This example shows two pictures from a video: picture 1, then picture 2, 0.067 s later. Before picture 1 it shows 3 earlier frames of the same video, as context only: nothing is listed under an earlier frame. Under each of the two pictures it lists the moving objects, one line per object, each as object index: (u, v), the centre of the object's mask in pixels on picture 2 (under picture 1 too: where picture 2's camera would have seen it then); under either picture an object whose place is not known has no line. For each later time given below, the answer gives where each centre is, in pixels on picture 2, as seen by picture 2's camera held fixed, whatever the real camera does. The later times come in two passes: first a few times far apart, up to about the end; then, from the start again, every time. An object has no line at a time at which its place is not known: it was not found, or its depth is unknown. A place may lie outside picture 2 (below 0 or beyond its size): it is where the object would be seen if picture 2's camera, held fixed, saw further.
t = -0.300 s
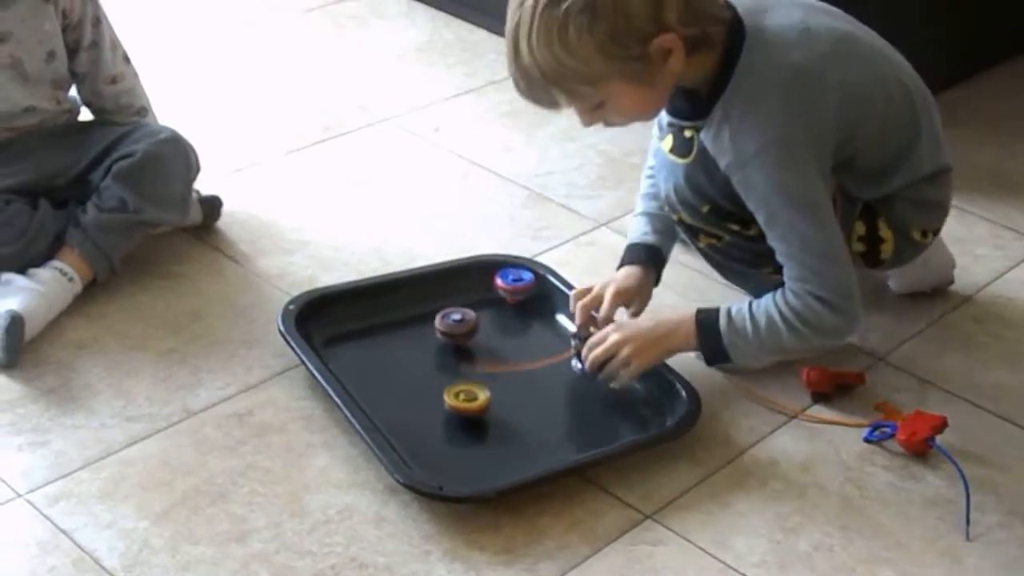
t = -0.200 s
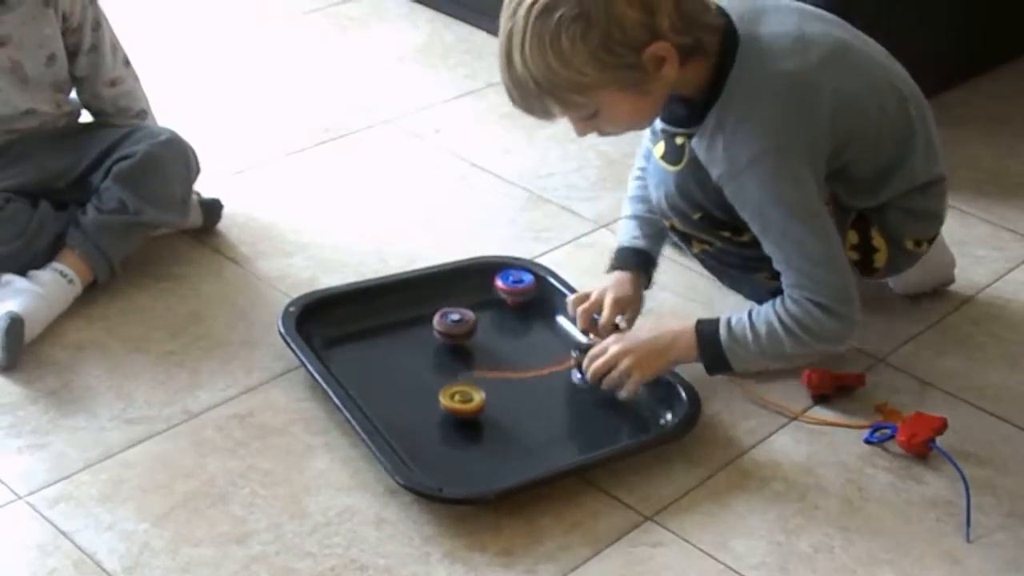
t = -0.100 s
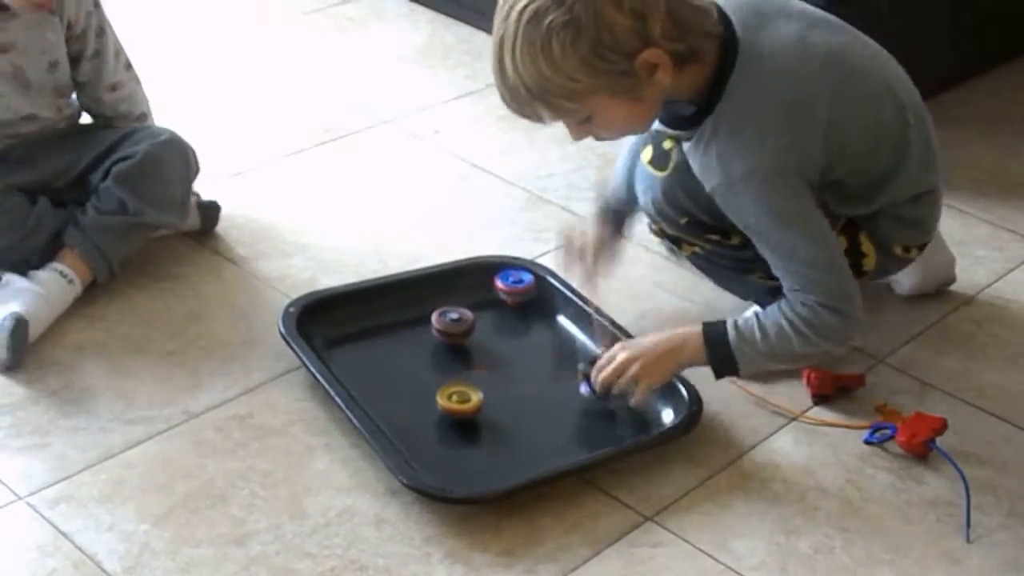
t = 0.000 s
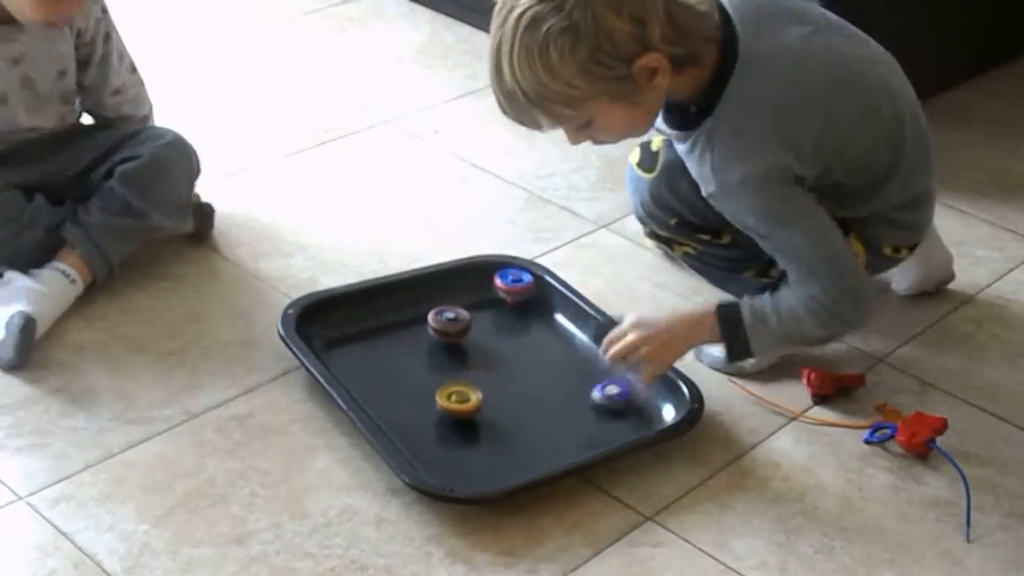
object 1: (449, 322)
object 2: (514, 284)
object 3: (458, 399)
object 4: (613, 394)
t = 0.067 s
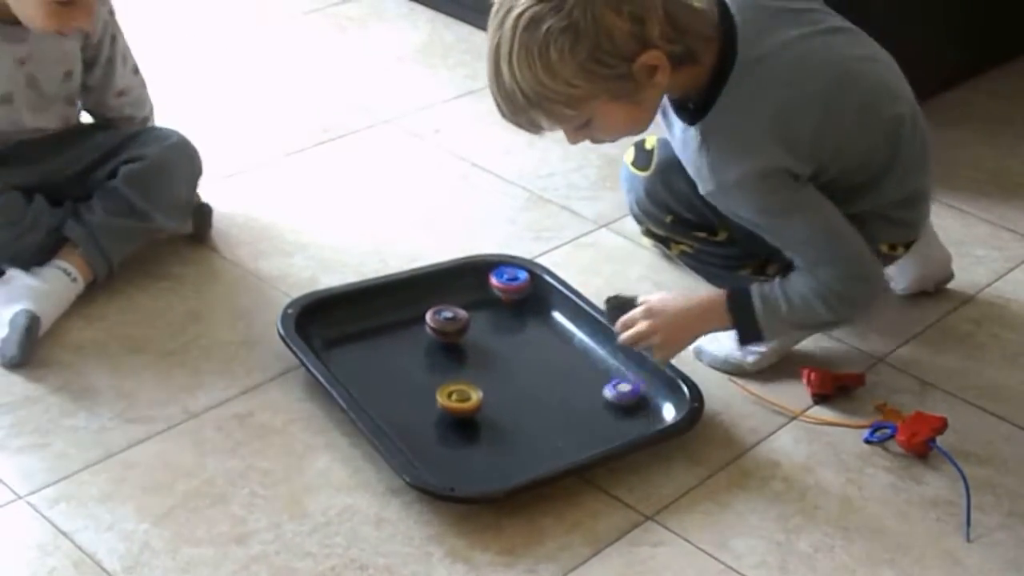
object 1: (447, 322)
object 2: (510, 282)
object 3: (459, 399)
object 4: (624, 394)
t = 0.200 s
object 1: (445, 323)
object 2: (504, 281)
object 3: (460, 397)
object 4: (618, 393)
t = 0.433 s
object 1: (446, 326)
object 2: (502, 281)
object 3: (463, 393)
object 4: (604, 419)
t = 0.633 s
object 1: (453, 328)
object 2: (500, 281)
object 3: (460, 388)
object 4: (596, 426)
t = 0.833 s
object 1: (460, 327)
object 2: (501, 281)
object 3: (455, 384)
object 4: (590, 435)
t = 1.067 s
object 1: (466, 324)
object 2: (504, 281)
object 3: (449, 381)
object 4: (589, 435)
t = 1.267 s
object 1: (467, 321)
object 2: (506, 281)
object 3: (448, 379)
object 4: (582, 433)
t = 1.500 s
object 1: (466, 319)
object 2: (511, 283)
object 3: (450, 376)
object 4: (568, 429)
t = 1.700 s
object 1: (463, 318)
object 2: (512, 284)
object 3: (448, 371)
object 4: (558, 427)
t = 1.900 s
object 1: (462, 318)
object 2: (515, 284)
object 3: (446, 369)
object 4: (545, 426)
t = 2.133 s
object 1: (467, 321)
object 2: (515, 284)
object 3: (447, 365)
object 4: (536, 428)
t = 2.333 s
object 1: (473, 323)
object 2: (515, 284)
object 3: (448, 363)
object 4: (536, 428)
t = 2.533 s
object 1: (478, 322)
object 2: (513, 284)
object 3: (450, 361)
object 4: (532, 424)
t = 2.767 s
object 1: (482, 321)
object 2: (512, 283)
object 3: (453, 359)
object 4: (526, 423)
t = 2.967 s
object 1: (482, 318)
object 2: (510, 282)
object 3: (457, 358)
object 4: (529, 421)
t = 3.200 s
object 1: (479, 316)
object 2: (509, 282)
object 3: (460, 358)
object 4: (527, 416)
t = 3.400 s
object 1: (478, 316)
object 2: (509, 282)
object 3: (460, 357)
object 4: (522, 415)
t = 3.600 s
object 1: (478, 317)
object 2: (510, 282)
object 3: (462, 357)
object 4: (526, 412)
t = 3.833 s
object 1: (481, 319)
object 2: (510, 283)
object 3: (463, 357)
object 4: (521, 409)
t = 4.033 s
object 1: (484, 321)
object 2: (510, 286)
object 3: (465, 359)
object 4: (528, 410)
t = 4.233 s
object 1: (493, 329)
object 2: (513, 303)
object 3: (470, 364)
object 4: (529, 412)
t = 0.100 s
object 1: (446, 323)
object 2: (508, 282)
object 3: (459, 399)
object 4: (628, 391)
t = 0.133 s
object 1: (446, 323)
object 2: (507, 281)
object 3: (459, 398)
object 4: (625, 387)
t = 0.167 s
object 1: (445, 323)
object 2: (505, 281)
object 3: (459, 398)
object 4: (621, 391)
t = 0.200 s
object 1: (445, 323)
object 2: (504, 281)
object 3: (460, 397)
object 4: (618, 393)
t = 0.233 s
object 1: (445, 323)
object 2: (503, 281)
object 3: (460, 397)
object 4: (615, 395)
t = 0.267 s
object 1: (445, 324)
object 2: (503, 281)
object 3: (461, 397)
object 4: (613, 398)
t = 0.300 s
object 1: (445, 324)
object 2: (502, 281)
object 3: (461, 396)
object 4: (611, 402)
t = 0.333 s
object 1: (445, 325)
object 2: (502, 281)
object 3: (462, 396)
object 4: (611, 406)
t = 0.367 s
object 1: (445, 325)
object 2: (502, 281)
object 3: (462, 395)
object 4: (609, 411)
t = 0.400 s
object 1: (445, 325)
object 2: (502, 281)
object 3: (463, 394)
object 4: (608, 416)
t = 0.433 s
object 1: (446, 326)
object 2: (502, 281)
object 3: (463, 393)
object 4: (604, 419)
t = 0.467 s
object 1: (447, 326)
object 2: (502, 281)
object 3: (463, 393)
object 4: (600, 423)
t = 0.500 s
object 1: (448, 327)
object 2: (502, 281)
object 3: (463, 392)
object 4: (597, 424)
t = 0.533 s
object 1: (449, 327)
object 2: (501, 281)
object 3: (462, 391)
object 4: (594, 425)
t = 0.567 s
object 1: (450, 327)
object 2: (500, 281)
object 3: (461, 389)
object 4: (594, 426)
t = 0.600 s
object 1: (451, 327)
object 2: (500, 281)
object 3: (461, 389)
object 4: (595, 426)
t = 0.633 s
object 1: (453, 328)
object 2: (500, 281)
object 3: (460, 388)
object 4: (596, 426)
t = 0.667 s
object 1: (454, 328)
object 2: (500, 281)
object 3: (460, 388)
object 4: (598, 428)
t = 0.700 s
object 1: (456, 328)
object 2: (501, 281)
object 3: (459, 387)
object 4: (597, 430)
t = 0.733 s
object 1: (457, 328)
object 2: (501, 281)
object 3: (458, 386)
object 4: (598, 432)
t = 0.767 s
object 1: (458, 328)
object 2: (501, 281)
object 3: (457, 385)
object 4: (596, 433)
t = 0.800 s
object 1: (459, 328)
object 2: (501, 281)
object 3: (456, 384)
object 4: (593, 435)
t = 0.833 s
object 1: (460, 327)
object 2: (501, 281)
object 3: (455, 384)
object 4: (590, 435)
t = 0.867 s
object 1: (461, 327)
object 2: (501, 281)
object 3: (454, 384)
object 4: (588, 435)
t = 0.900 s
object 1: (462, 327)
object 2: (501, 281)
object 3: (453, 382)
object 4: (587, 434)
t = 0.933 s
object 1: (463, 326)
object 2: (502, 281)
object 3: (452, 382)
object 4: (588, 434)
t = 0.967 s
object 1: (464, 326)
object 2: (502, 281)
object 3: (451, 382)
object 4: (589, 434)
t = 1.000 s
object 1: (465, 325)
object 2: (503, 281)
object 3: (450, 381)
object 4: (590, 434)
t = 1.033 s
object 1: (466, 325)
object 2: (504, 281)
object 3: (449, 381)
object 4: (590, 435)
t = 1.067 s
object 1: (466, 324)
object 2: (504, 281)
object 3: (449, 381)
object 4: (589, 435)
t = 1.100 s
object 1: (467, 323)
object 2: (505, 281)
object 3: (449, 380)
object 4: (587, 436)
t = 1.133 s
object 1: (467, 323)
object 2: (505, 281)
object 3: (448, 381)
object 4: (584, 436)
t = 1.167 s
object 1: (467, 323)
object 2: (505, 281)
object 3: (448, 380)
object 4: (582, 435)
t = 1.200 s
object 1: (467, 322)
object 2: (505, 281)
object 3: (448, 380)
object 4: (581, 434)
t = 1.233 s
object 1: (467, 322)
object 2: (506, 281)
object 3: (448, 380)
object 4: (582, 433)
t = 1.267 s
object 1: (467, 321)
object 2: (506, 281)
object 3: (448, 379)
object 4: (582, 433)
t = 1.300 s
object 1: (467, 321)
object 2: (507, 282)
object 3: (448, 379)
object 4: (583, 433)
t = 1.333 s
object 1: (467, 320)
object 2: (508, 282)
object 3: (449, 379)
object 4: (583, 432)
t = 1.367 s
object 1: (467, 320)
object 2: (508, 282)
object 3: (449, 378)
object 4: (581, 432)
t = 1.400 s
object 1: (467, 319)
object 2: (509, 283)
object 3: (449, 378)
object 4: (579, 432)
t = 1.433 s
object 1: (467, 319)
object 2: (510, 283)
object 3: (449, 377)
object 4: (575, 432)
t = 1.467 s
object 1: (467, 319)
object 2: (511, 283)
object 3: (450, 377)
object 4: (571, 430)
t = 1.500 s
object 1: (466, 319)
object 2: (511, 283)
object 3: (450, 376)
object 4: (568, 429)
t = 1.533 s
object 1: (465, 318)
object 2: (512, 283)
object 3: (451, 375)
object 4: (565, 427)
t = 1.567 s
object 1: (464, 317)
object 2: (512, 283)
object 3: (450, 374)
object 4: (564, 426)
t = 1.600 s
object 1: (464, 318)
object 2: (512, 283)
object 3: (450, 372)
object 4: (563, 426)
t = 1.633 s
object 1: (464, 318)
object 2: (512, 283)
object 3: (449, 372)
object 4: (563, 426)
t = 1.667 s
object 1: (463, 318)
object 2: (512, 283)
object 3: (449, 371)
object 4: (561, 427)
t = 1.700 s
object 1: (463, 318)
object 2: (512, 284)
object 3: (448, 371)
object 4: (558, 427)
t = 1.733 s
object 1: (463, 318)
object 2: (513, 284)
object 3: (448, 370)
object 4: (554, 427)
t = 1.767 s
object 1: (462, 318)
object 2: (514, 284)
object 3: (447, 370)
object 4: (550, 427)
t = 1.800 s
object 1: (462, 319)
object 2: (514, 284)
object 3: (446, 370)
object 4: (547, 426)
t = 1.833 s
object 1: (462, 319)
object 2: (515, 284)
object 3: (446, 369)
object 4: (546, 425)
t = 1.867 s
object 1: (462, 318)
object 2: (515, 284)
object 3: (446, 369)
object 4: (545, 426)
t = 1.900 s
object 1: (462, 318)
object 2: (515, 284)
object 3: (446, 369)
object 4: (545, 426)
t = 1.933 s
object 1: (462, 319)
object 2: (516, 284)
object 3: (446, 368)
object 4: (544, 426)
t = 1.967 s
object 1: (463, 319)
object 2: (515, 285)
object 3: (446, 368)
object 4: (544, 427)
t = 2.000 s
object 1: (463, 320)
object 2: (515, 285)
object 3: (446, 368)
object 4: (542, 428)
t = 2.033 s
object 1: (464, 320)
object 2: (515, 285)
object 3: (446, 367)
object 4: (540, 428)
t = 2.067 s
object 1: (465, 320)
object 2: (515, 285)
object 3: (447, 367)
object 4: (538, 429)
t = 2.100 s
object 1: (465, 321)
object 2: (515, 284)
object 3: (447, 366)
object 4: (537, 429)
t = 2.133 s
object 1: (467, 321)
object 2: (515, 284)
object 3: (447, 365)
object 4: (536, 428)
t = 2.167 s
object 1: (468, 322)
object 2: (515, 284)
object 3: (447, 365)
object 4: (537, 428)
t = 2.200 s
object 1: (469, 322)
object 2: (515, 284)
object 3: (447, 365)
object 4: (537, 427)
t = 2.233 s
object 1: (469, 322)
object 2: (515, 285)
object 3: (448, 364)
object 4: (538, 427)
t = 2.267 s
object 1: (470, 323)
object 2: (515, 284)
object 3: (448, 364)
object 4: (537, 427)
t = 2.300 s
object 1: (472, 323)
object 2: (515, 284)
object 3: (448, 364)
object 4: (537, 427)
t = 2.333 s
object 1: (473, 323)
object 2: (515, 284)
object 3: (448, 363)
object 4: (536, 428)
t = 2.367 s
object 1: (473, 323)
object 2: (515, 284)
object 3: (448, 363)
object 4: (534, 428)
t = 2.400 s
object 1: (475, 323)
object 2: (514, 284)
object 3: (449, 362)
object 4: (532, 427)
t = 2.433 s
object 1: (475, 323)
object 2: (515, 284)
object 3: (449, 362)
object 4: (531, 426)
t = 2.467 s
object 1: (476, 323)
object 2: (514, 284)
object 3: (449, 362)
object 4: (531, 426)
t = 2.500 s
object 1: (478, 323)
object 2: (513, 284)
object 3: (449, 361)
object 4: (531, 425)
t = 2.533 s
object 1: (478, 322)
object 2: (513, 284)
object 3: (450, 361)
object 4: (532, 424)
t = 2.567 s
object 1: (479, 322)
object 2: (513, 284)
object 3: (450, 361)
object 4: (533, 425)
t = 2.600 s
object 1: (479, 322)
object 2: (513, 283)
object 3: (451, 361)
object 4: (532, 425)
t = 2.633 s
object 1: (480, 322)
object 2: (512, 283)
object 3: (451, 360)
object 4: (532, 425)
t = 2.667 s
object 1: (480, 321)
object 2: (512, 283)
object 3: (452, 360)
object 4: (530, 425)
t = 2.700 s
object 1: (481, 321)
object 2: (512, 283)
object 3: (452, 360)
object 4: (529, 424)
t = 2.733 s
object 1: (481, 321)
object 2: (512, 283)
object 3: (453, 360)
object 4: (527, 424)
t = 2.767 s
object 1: (482, 321)
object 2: (512, 283)
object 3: (453, 359)
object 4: (526, 423)
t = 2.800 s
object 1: (482, 320)
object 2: (511, 283)
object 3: (454, 359)
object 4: (526, 421)
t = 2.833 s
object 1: (482, 320)
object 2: (511, 283)
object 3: (455, 359)
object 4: (527, 421)
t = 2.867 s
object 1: (482, 319)
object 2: (511, 282)
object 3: (455, 359)
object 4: (529, 420)
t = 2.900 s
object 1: (482, 319)
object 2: (510, 282)
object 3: (456, 358)
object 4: (529, 420)
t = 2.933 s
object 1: (482, 319)
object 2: (510, 282)
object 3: (456, 358)
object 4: (530, 421)
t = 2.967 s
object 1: (482, 318)
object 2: (510, 282)
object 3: (457, 358)
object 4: (529, 421)
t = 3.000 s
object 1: (481, 318)
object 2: (510, 282)
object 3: (458, 358)
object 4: (527, 421)
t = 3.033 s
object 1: (481, 317)
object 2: (510, 282)
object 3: (458, 358)
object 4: (525, 421)
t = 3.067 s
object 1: (480, 317)
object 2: (510, 282)
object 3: (459, 358)
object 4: (524, 420)
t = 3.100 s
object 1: (480, 317)
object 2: (510, 282)
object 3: (459, 358)
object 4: (523, 419)
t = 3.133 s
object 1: (480, 317)
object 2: (510, 282)
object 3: (459, 358)
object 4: (524, 417)
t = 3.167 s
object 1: (480, 317)
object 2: (509, 282)
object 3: (460, 359)
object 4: (525, 416)
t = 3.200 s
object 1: (479, 316)
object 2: (509, 282)
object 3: (460, 358)
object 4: (527, 416)
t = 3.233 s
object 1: (479, 316)
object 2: (509, 282)
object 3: (459, 358)
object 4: (528, 416)
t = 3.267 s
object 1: (479, 316)
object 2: (509, 282)
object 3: (460, 358)
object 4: (528, 417)
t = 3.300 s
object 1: (479, 316)
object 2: (509, 282)
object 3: (459, 358)
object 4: (528, 417)
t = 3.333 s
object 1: (478, 315)
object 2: (510, 282)
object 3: (459, 358)
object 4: (526, 418)
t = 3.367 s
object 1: (478, 316)
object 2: (509, 282)
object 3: (459, 358)
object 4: (524, 417)
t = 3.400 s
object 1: (478, 316)
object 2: (509, 282)
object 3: (460, 357)
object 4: (522, 415)
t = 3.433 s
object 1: (478, 317)
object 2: (509, 282)
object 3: (460, 358)
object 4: (521, 415)
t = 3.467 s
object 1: (478, 316)
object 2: (509, 282)
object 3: (461, 357)
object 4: (521, 413)
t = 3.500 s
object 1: (478, 316)
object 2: (510, 282)
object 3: (461, 357)
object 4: (523, 413)
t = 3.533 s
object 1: (478, 316)
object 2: (509, 282)
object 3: (461, 357)
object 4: (524, 413)
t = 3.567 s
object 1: (478, 316)
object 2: (509, 282)
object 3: (462, 357)
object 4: (525, 412)
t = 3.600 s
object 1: (478, 317)
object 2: (510, 282)
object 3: (462, 357)
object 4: (526, 412)
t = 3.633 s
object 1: (479, 317)
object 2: (510, 283)
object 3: (462, 357)
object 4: (526, 413)
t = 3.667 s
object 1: (479, 318)
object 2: (510, 282)
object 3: (462, 357)
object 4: (526, 412)
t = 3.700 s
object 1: (480, 318)
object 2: (510, 283)
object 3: (463, 357)
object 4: (524, 414)
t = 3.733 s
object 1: (479, 318)
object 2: (510, 283)
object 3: (463, 357)
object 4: (523, 414)
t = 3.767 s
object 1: (480, 318)
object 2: (510, 283)
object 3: (463, 357)
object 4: (522, 412)
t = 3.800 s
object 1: (480, 319)
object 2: (510, 283)
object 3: (463, 357)
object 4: (521, 412)
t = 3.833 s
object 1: (481, 319)
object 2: (510, 283)
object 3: (463, 357)
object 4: (521, 409)
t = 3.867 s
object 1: (481, 319)
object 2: (511, 283)
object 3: (464, 357)
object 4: (523, 408)
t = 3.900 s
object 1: (481, 319)
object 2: (511, 284)
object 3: (463, 357)
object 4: (525, 407)
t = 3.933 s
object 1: (482, 319)
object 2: (511, 285)
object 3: (464, 358)
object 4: (526, 407)
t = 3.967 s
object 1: (482, 319)
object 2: (511, 285)
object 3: (464, 358)
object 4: (528, 408)
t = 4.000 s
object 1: (483, 320)
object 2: (511, 285)
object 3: (465, 358)
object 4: (528, 409)
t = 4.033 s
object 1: (484, 321)
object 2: (510, 286)
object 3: (465, 359)
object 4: (528, 410)
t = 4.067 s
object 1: (485, 321)
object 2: (511, 285)
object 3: (466, 359)
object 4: (527, 411)
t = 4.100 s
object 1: (486, 323)
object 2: (510, 287)
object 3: (467, 359)
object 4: (525, 412)
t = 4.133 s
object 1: (488, 324)
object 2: (510, 292)
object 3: (466, 360)
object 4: (525, 412)
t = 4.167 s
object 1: (489, 325)
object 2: (510, 295)
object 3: (467, 361)
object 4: (525, 411)
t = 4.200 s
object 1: (491, 327)
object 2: (509, 299)
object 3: (468, 362)
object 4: (526, 411)
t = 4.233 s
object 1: (493, 329)
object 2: (513, 303)
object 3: (470, 364)
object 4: (529, 412)
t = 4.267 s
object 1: (497, 333)
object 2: (512, 305)
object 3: (473, 366)
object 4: (534, 414)
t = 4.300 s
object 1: (503, 338)
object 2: (514, 307)
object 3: (474, 368)
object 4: (539, 416)
